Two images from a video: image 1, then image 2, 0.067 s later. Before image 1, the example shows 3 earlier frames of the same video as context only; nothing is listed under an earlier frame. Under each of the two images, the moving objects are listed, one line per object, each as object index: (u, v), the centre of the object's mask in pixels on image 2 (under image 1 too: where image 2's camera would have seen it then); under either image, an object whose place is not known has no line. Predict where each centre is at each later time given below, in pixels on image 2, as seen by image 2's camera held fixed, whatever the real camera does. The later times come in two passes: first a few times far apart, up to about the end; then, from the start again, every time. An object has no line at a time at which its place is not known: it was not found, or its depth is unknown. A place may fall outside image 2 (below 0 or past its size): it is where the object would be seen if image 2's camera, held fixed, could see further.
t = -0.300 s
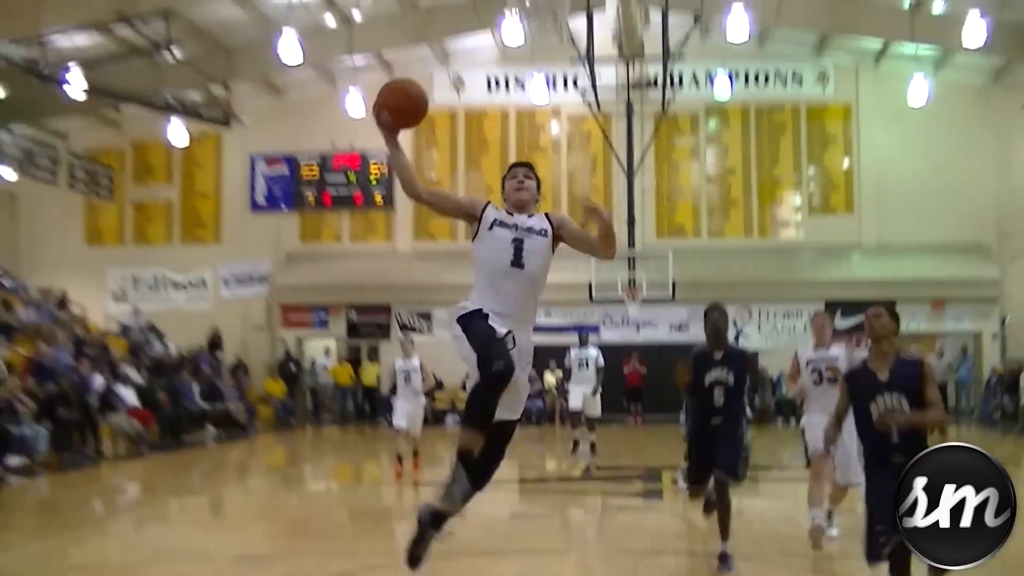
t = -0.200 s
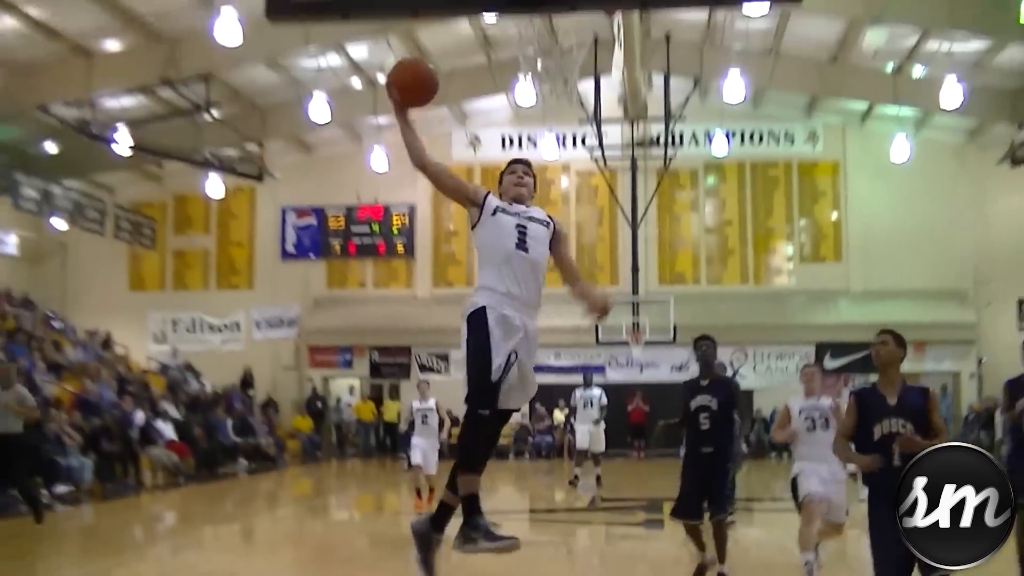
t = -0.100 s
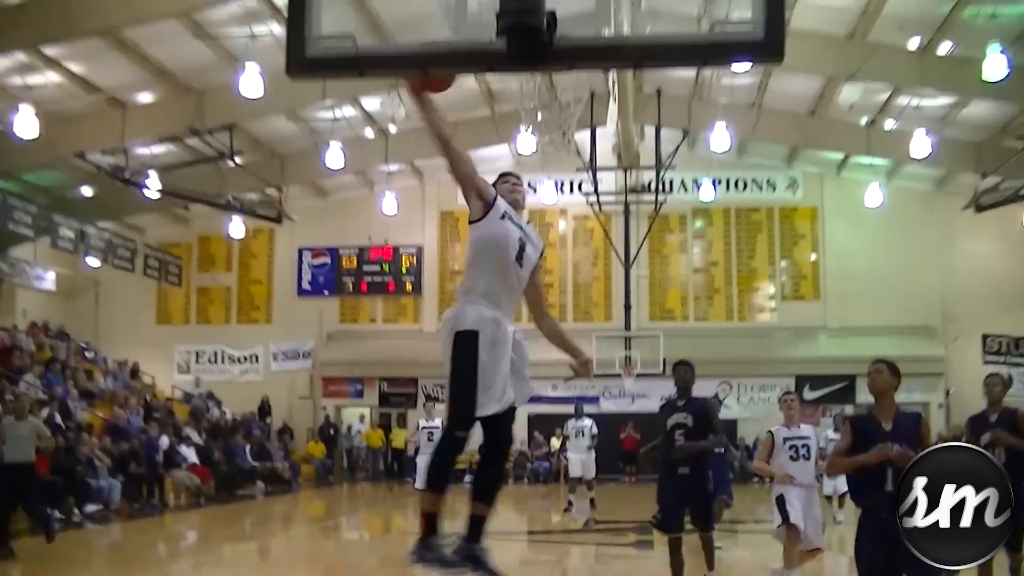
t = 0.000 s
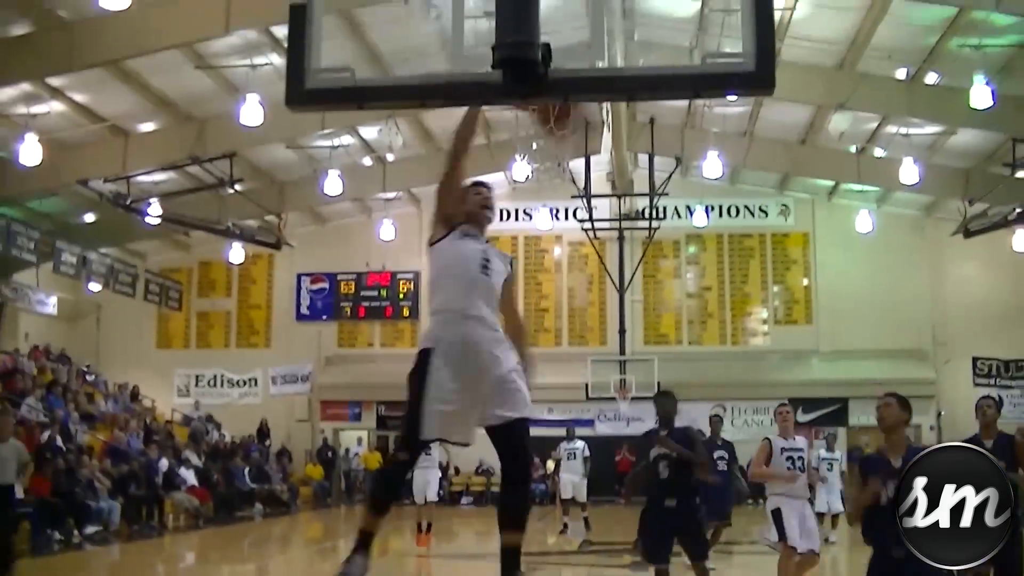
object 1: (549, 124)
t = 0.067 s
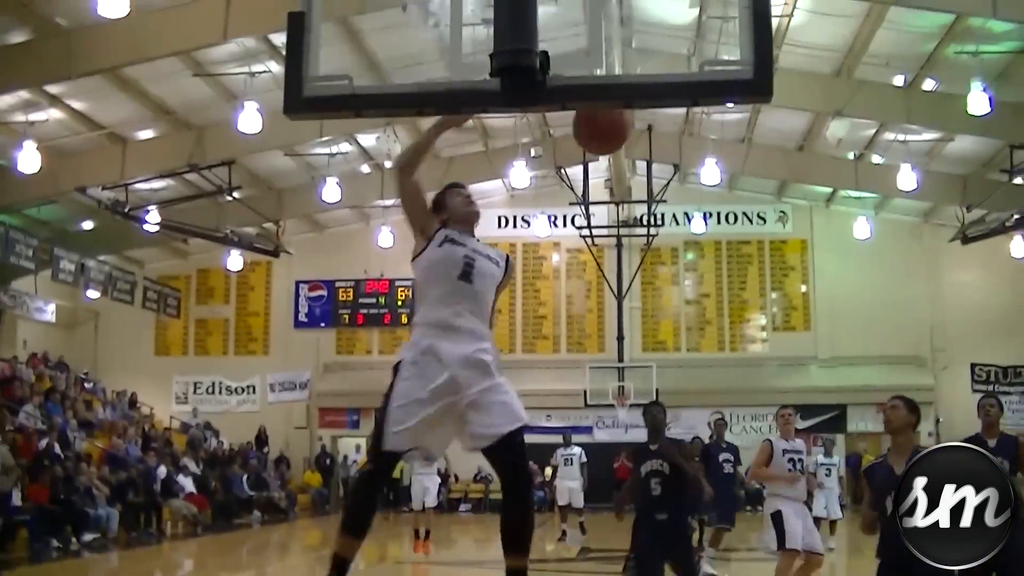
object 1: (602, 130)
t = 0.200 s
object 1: (633, 121)
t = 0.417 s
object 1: (688, 168)
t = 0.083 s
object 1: (604, 128)
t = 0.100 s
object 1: (609, 126)
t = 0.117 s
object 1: (613, 125)
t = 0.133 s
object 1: (617, 123)
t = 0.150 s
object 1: (621, 122)
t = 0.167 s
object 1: (625, 121)
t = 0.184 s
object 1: (629, 121)
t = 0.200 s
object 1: (633, 121)
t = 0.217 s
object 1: (637, 121)
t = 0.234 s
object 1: (640, 121)
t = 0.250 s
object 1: (645, 122)
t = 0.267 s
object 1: (649, 123)
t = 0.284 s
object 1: (654, 125)
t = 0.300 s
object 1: (658, 127)
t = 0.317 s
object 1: (662, 129)
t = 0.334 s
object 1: (666, 132)
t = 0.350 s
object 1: (670, 138)
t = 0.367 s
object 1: (674, 144)
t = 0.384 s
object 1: (678, 151)
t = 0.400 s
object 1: (682, 159)
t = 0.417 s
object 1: (688, 168)
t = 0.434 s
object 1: (693, 177)
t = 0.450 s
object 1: (697, 187)
